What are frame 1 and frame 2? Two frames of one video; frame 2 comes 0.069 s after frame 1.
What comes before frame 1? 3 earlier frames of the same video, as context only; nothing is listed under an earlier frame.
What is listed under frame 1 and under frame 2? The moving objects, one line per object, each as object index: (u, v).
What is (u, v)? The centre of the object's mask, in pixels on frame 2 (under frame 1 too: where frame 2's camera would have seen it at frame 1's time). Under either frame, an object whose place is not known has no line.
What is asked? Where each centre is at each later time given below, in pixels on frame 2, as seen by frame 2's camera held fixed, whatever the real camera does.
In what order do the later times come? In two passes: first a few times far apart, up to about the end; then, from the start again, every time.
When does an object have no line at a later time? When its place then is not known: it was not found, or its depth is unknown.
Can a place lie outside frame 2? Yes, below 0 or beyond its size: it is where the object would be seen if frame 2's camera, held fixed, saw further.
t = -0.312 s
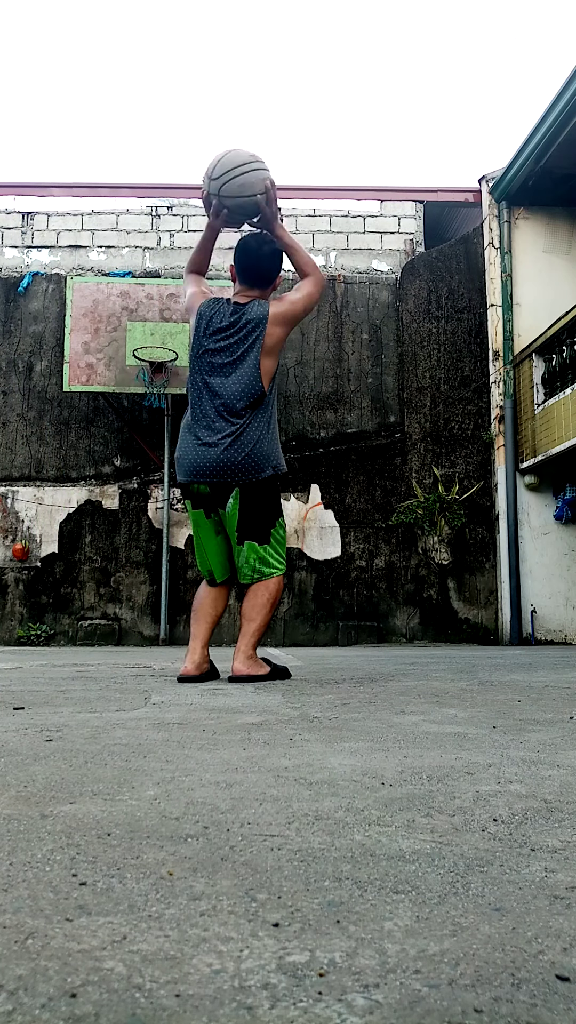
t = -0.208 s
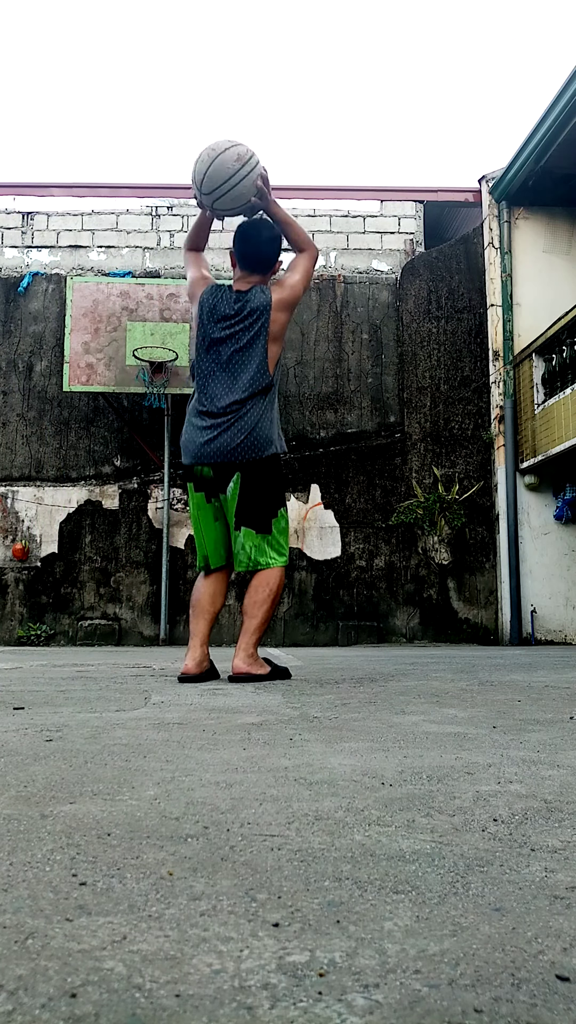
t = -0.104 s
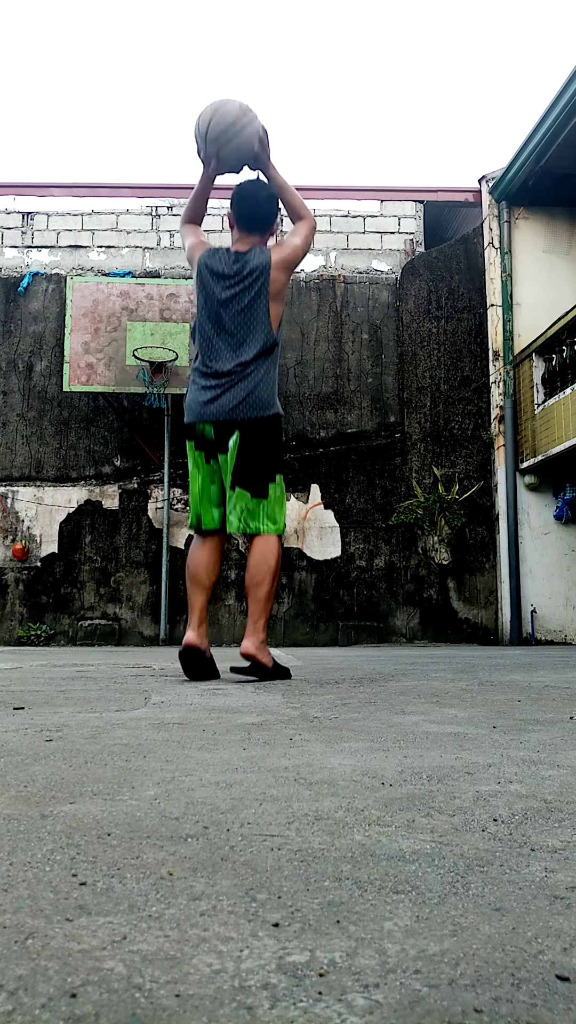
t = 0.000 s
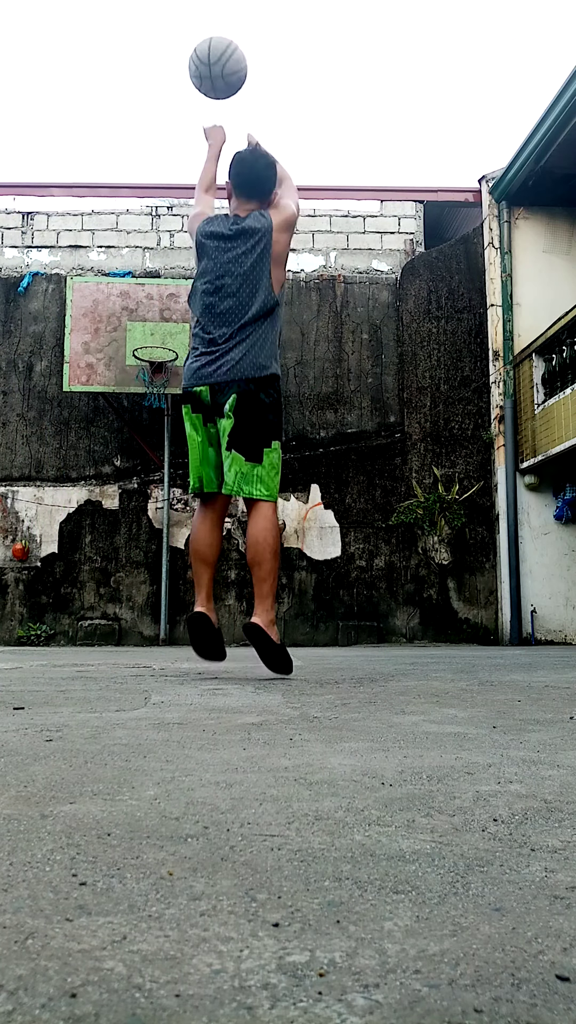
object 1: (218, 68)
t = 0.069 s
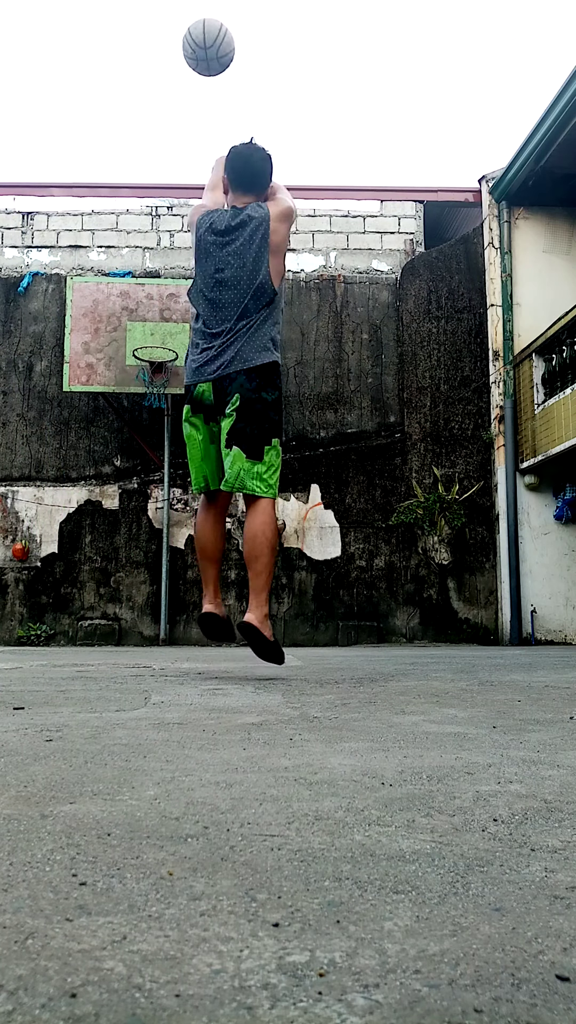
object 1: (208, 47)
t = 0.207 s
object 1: (194, 40)
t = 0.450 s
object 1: (176, 89)
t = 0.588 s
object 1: (167, 138)
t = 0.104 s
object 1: (204, 42)
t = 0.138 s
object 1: (201, 39)
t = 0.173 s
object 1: (197, 39)
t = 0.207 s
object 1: (194, 40)
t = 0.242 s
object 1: (191, 43)
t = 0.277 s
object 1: (188, 48)
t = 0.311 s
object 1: (185, 54)
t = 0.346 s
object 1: (183, 61)
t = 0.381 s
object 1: (180, 70)
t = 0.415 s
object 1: (178, 79)
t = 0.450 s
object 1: (176, 89)
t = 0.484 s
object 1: (173, 100)
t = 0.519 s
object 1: (171, 112)
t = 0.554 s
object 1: (169, 125)
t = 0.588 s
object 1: (167, 138)
